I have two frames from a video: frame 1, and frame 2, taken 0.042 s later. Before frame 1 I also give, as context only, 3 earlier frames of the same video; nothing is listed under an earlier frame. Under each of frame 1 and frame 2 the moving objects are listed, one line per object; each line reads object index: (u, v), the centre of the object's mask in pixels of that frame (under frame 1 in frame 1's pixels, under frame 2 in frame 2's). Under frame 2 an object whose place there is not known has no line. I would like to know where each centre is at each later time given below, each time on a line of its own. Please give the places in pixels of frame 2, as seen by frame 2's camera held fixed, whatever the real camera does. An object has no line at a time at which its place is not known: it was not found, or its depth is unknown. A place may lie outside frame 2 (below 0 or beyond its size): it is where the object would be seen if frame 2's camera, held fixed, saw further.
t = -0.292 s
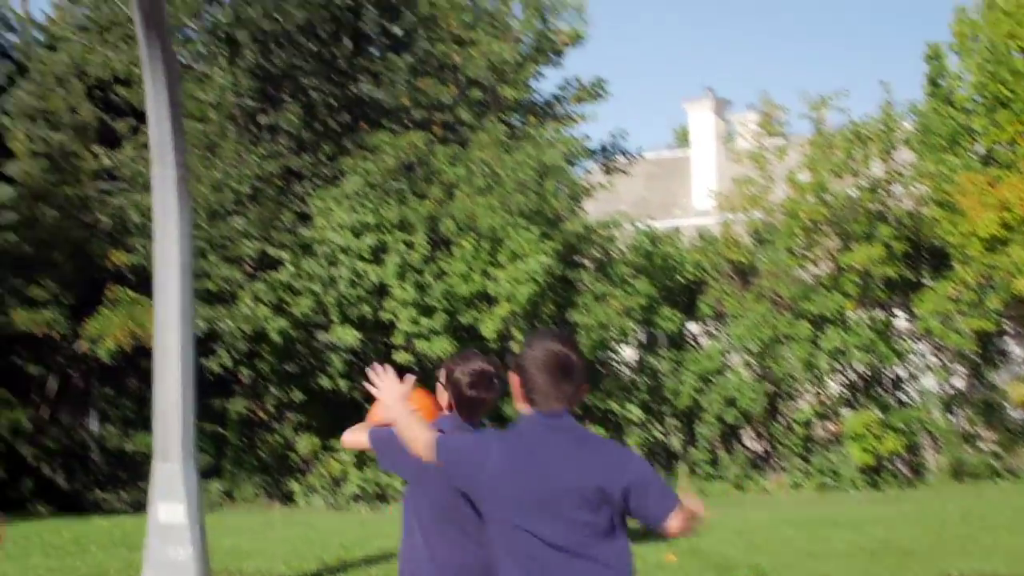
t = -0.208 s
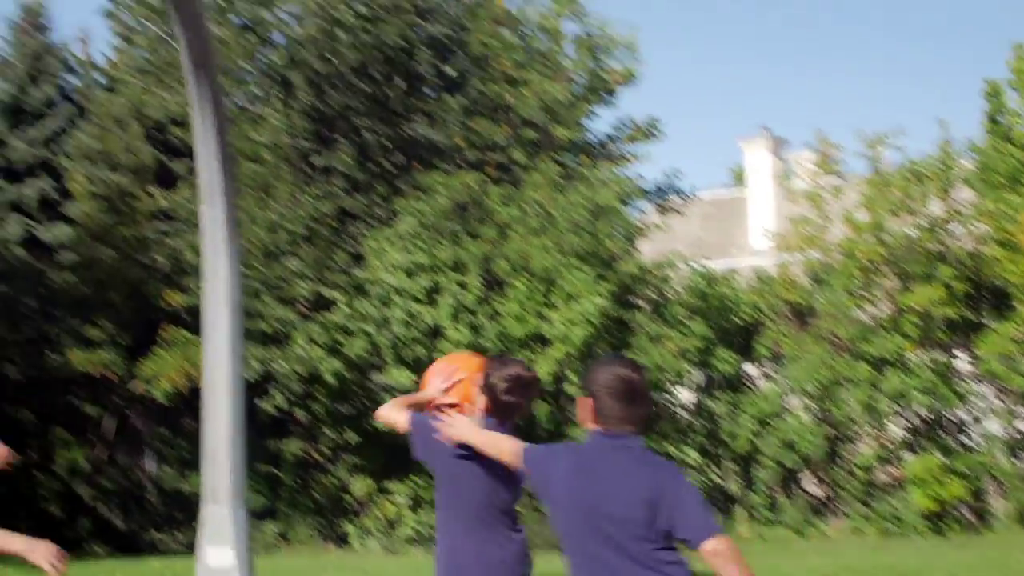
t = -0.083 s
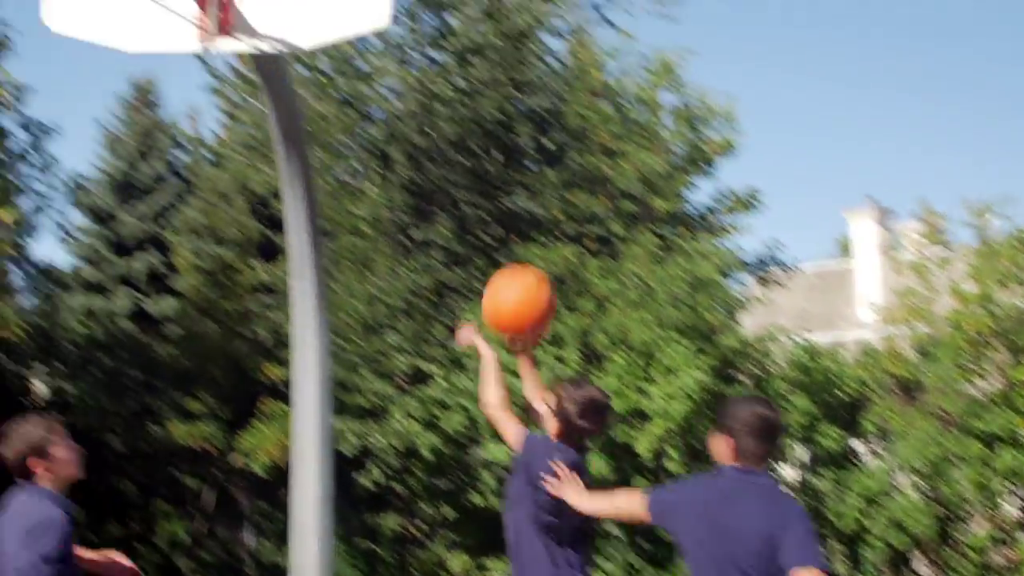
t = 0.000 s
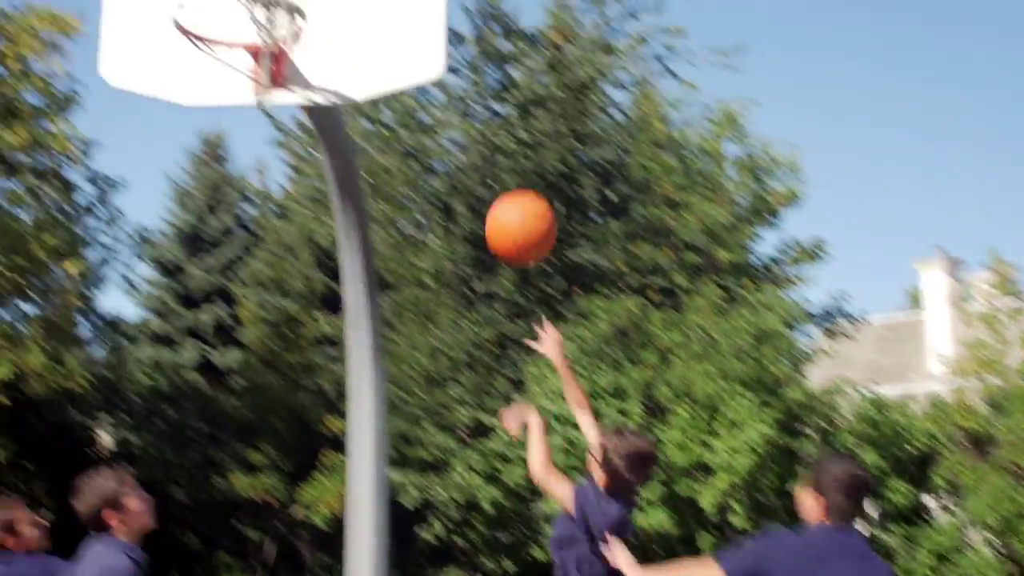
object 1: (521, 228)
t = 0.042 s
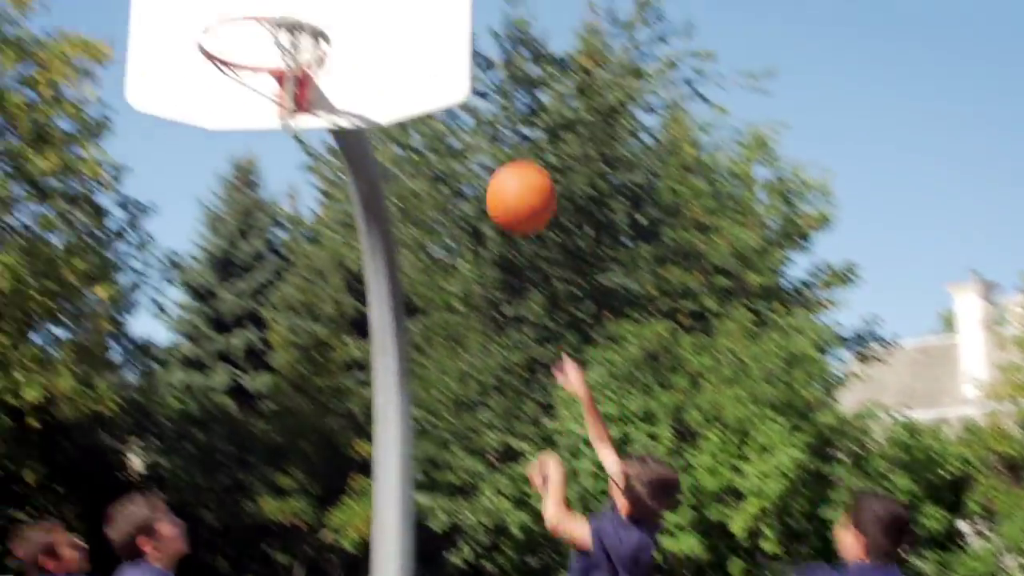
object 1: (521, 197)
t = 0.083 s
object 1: (497, 151)
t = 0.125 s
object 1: (476, 112)
